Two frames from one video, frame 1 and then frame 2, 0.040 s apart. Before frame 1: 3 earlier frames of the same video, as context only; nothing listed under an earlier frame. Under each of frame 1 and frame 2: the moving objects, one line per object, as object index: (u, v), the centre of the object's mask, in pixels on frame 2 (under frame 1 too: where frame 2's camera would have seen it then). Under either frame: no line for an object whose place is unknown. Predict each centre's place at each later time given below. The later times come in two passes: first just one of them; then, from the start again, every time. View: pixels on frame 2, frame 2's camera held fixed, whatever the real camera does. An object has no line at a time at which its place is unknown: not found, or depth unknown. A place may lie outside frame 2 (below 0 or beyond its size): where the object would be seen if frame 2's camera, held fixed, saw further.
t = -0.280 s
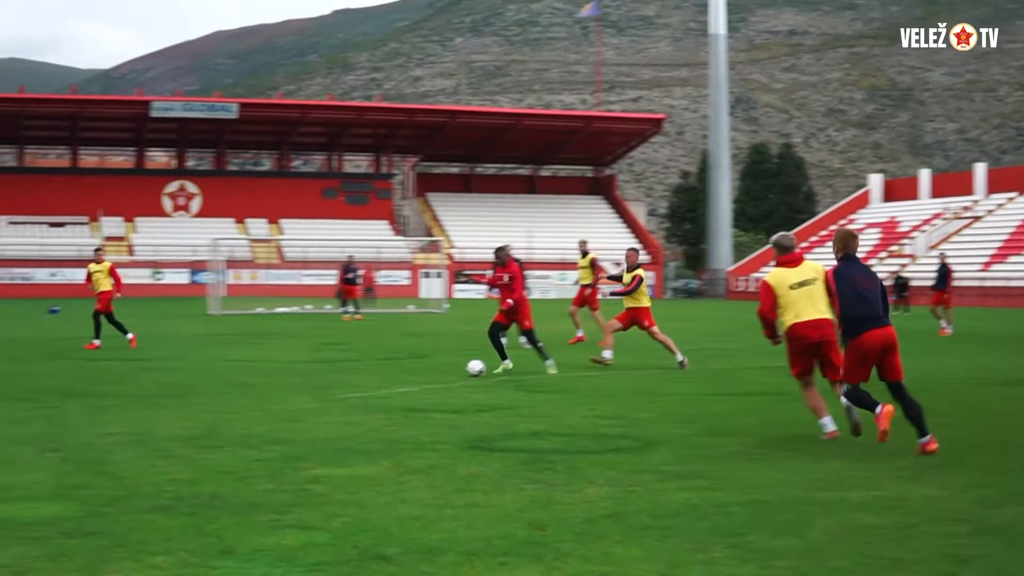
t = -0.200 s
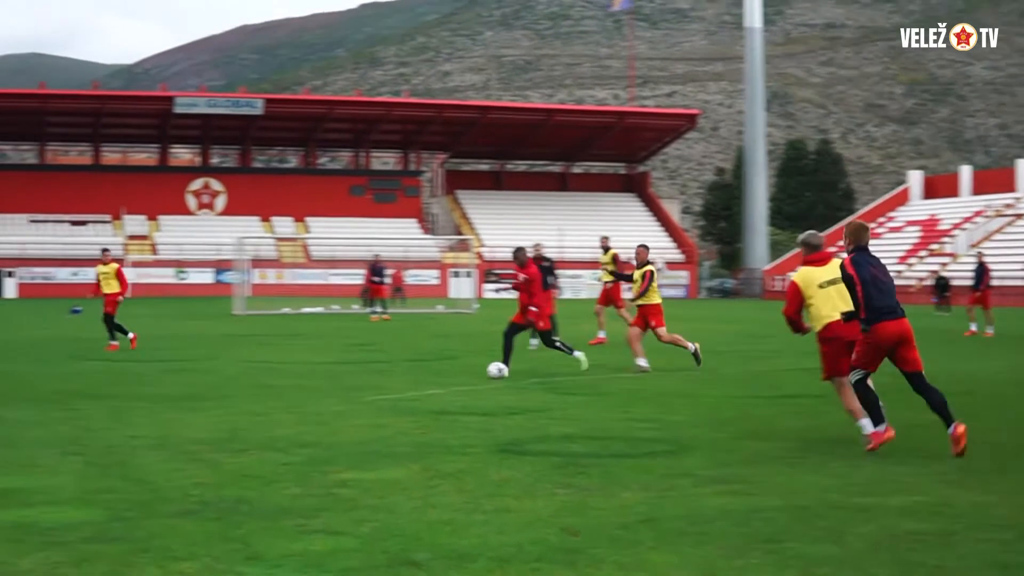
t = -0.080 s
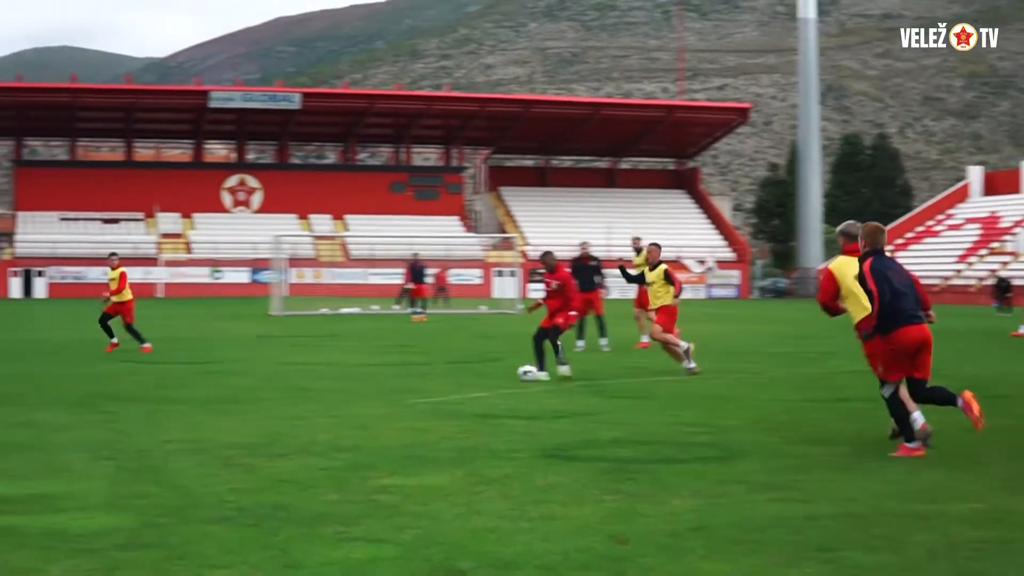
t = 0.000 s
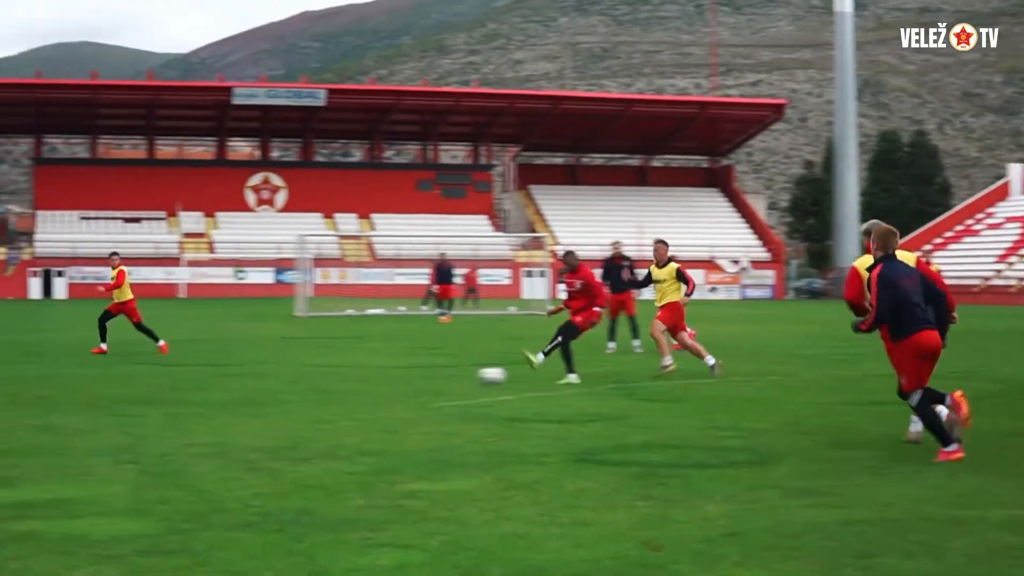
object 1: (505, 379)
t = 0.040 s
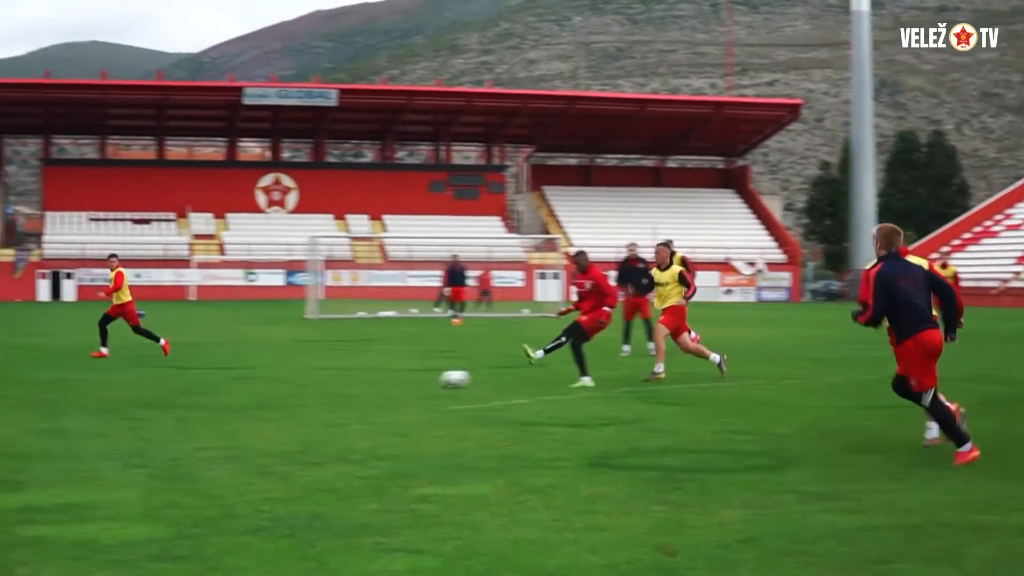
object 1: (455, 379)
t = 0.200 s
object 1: (268, 379)
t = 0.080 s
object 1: (407, 378)
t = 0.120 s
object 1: (360, 379)
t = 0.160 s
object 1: (314, 379)
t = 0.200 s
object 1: (268, 379)
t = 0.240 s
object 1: (224, 379)
